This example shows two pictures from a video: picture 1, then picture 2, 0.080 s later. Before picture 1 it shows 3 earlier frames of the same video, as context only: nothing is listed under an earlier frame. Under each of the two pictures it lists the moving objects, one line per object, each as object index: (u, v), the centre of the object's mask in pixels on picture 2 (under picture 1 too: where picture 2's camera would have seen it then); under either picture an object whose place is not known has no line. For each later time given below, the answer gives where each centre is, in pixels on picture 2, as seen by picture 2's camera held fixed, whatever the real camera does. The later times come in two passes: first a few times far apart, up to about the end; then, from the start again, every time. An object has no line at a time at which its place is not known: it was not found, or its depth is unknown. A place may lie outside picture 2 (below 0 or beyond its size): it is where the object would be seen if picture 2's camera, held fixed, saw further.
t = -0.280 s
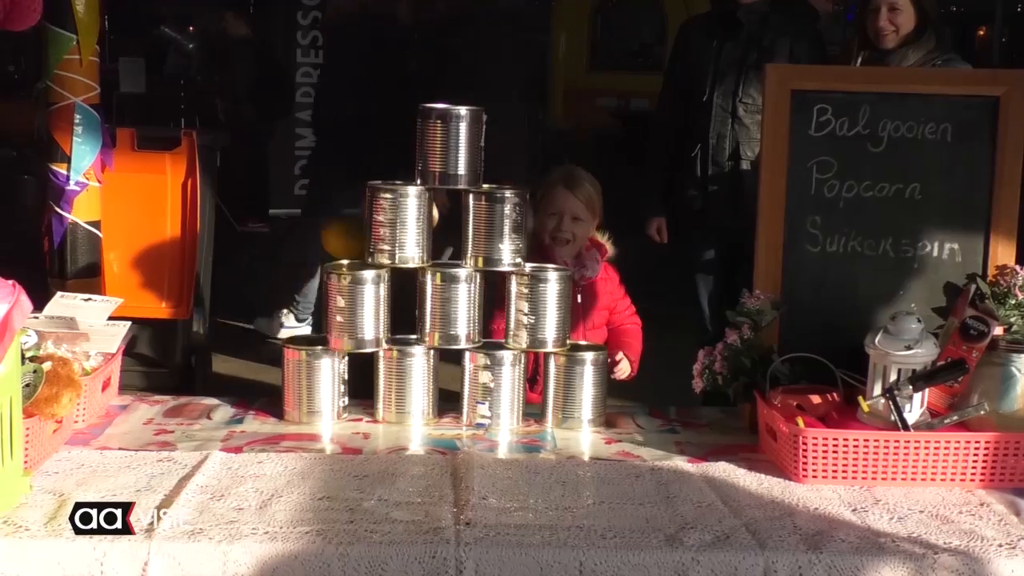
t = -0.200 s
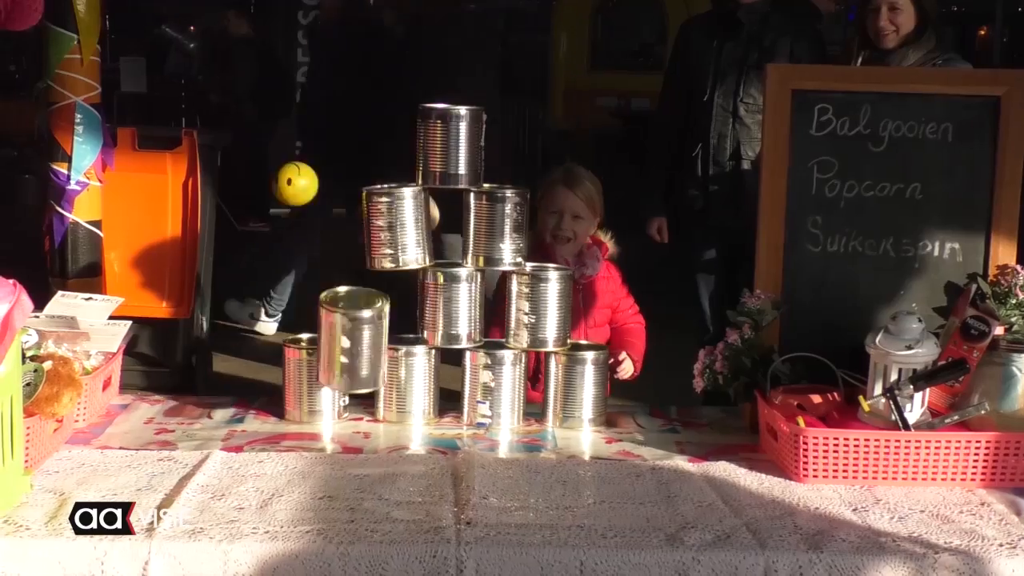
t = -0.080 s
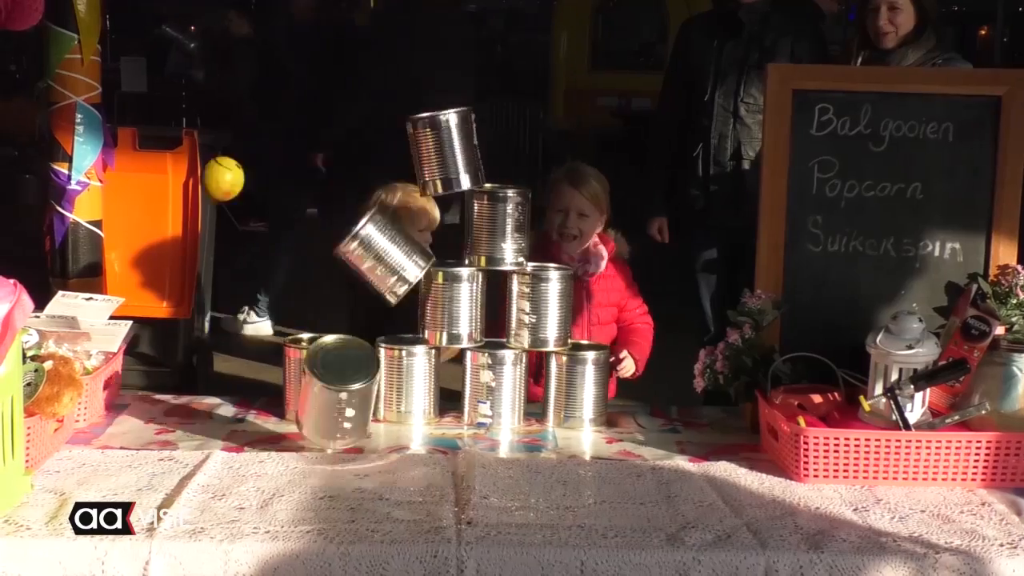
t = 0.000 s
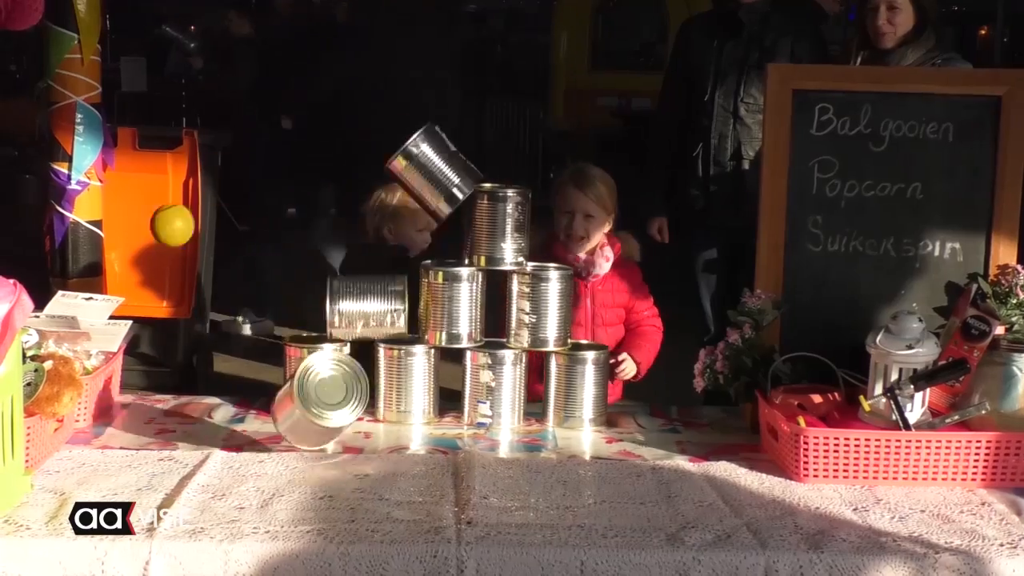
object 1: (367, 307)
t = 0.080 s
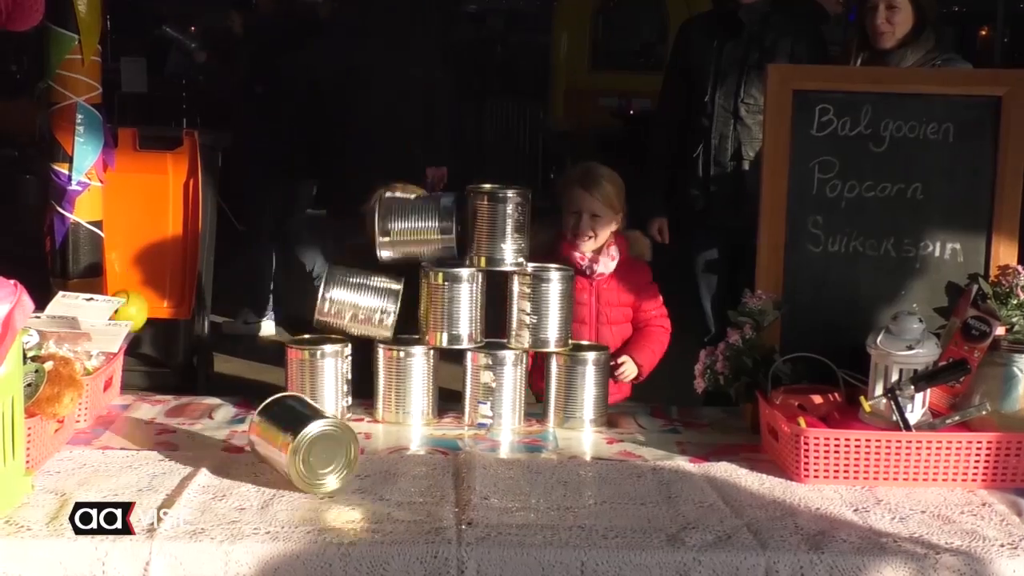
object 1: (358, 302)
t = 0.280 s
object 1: (342, 309)
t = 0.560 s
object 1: (342, 309)
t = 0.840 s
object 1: (346, 308)
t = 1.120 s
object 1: (342, 308)
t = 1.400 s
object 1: (342, 309)
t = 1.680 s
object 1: (342, 309)
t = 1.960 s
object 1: (342, 309)
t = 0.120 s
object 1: (354, 304)
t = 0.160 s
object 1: (350, 305)
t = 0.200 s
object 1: (347, 308)
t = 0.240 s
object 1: (344, 308)
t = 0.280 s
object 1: (342, 309)
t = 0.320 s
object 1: (342, 309)
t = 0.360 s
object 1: (342, 309)
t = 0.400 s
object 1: (342, 309)
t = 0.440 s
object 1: (342, 310)
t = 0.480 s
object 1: (342, 310)
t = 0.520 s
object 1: (342, 309)
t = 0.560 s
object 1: (342, 309)
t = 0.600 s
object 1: (342, 309)
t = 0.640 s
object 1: (342, 309)
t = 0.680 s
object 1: (342, 309)
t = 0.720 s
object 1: (342, 309)
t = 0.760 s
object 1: (342, 309)
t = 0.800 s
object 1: (342, 309)
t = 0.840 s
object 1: (346, 308)
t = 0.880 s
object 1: (345, 308)
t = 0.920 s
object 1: (344, 308)
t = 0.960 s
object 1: (343, 308)
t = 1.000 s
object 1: (342, 308)
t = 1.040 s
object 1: (342, 308)
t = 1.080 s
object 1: (342, 308)
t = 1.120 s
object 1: (342, 308)
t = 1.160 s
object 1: (342, 308)
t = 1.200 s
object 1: (342, 309)
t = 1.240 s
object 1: (342, 308)
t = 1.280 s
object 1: (342, 309)
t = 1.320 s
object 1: (342, 309)
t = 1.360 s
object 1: (342, 309)
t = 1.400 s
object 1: (342, 309)
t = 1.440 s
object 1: (342, 309)
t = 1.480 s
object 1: (342, 309)
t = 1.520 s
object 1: (342, 309)
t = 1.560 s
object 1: (342, 309)
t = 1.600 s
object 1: (342, 309)
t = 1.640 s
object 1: (342, 309)
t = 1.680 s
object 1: (342, 309)
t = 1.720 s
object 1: (342, 309)
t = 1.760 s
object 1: (342, 309)
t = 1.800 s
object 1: (342, 309)
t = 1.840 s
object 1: (342, 309)
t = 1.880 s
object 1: (342, 309)
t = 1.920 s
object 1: (342, 309)
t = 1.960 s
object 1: (342, 309)
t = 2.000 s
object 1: (342, 309)
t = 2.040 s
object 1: (342, 309)
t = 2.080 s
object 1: (342, 309)
